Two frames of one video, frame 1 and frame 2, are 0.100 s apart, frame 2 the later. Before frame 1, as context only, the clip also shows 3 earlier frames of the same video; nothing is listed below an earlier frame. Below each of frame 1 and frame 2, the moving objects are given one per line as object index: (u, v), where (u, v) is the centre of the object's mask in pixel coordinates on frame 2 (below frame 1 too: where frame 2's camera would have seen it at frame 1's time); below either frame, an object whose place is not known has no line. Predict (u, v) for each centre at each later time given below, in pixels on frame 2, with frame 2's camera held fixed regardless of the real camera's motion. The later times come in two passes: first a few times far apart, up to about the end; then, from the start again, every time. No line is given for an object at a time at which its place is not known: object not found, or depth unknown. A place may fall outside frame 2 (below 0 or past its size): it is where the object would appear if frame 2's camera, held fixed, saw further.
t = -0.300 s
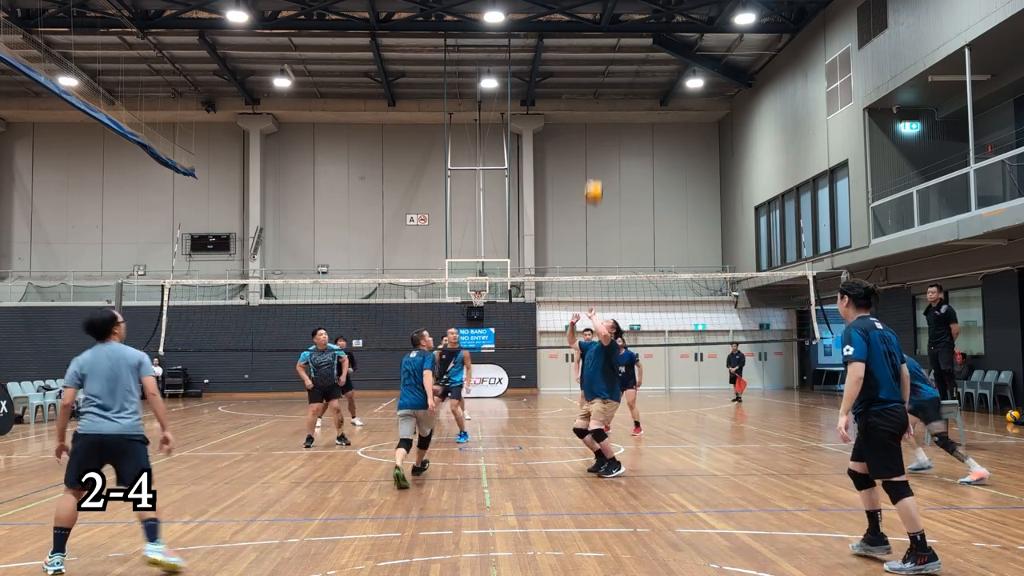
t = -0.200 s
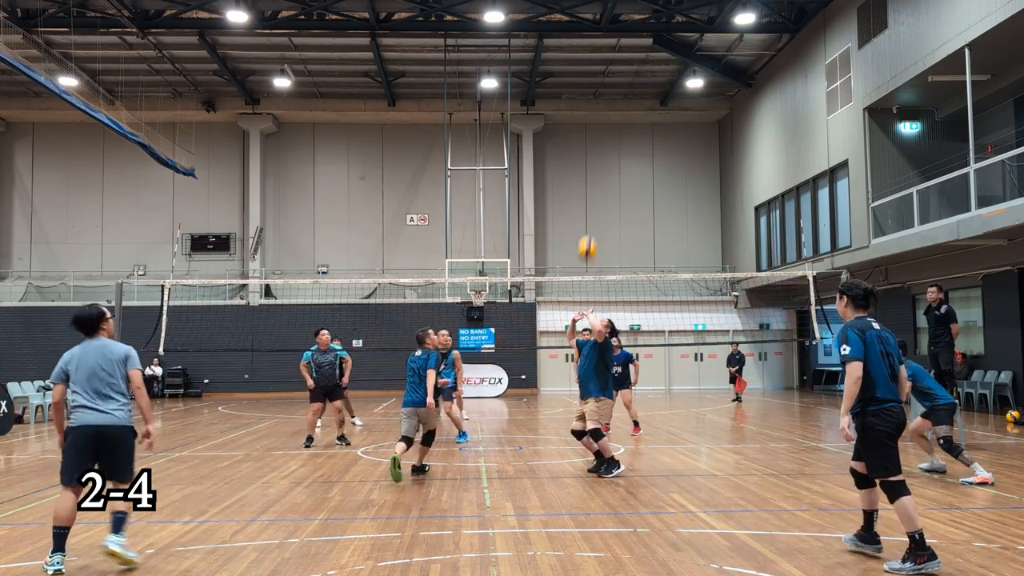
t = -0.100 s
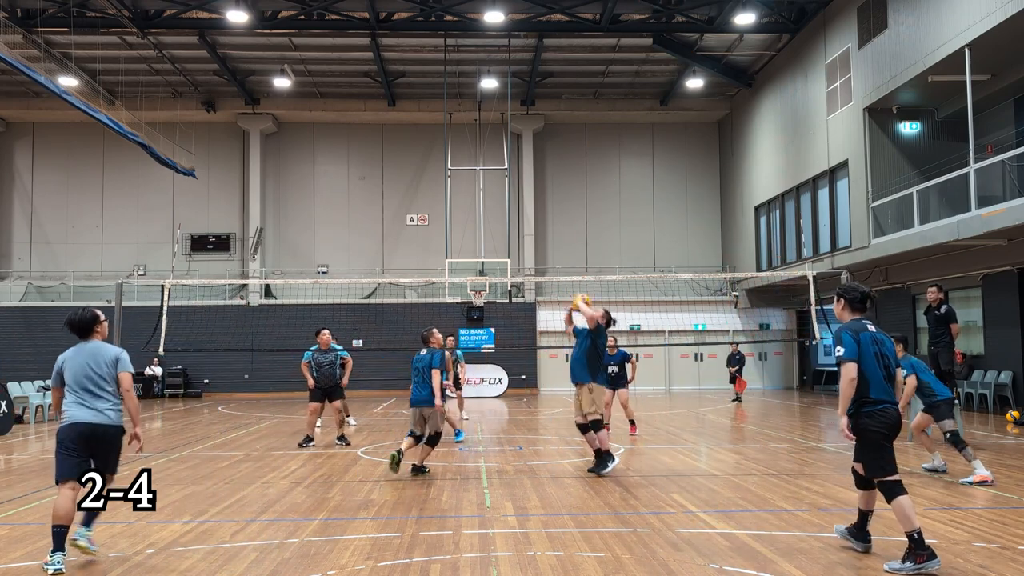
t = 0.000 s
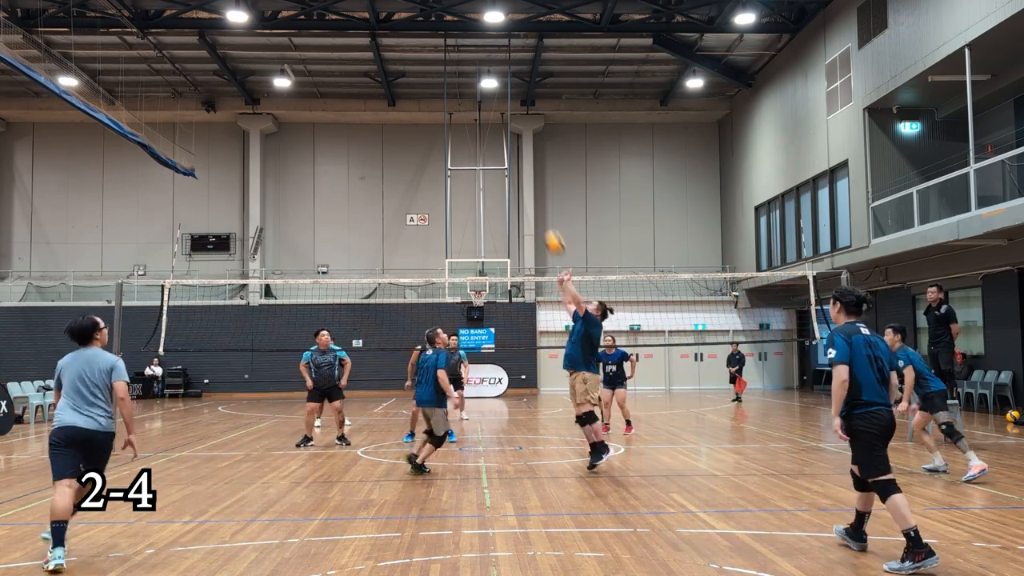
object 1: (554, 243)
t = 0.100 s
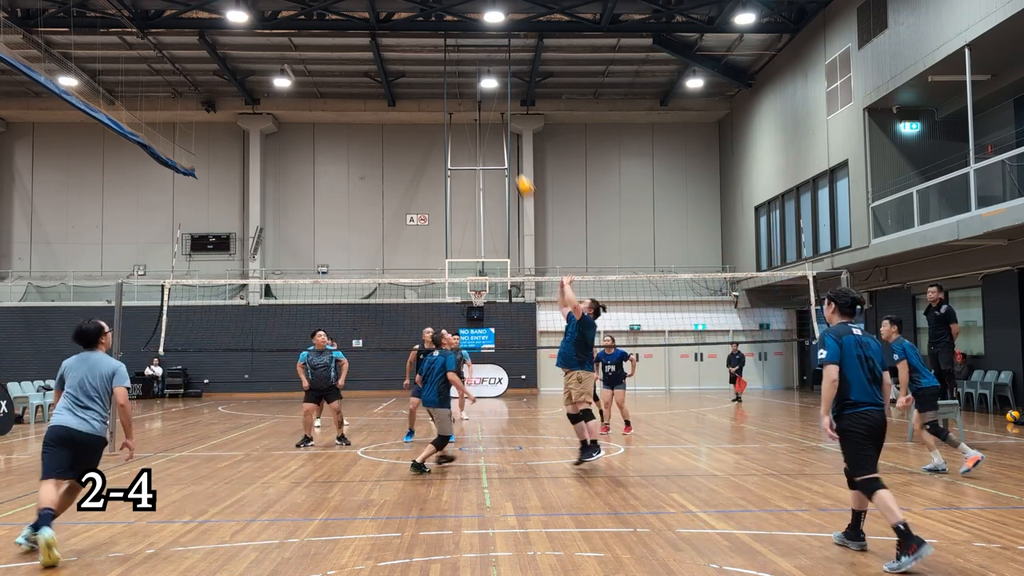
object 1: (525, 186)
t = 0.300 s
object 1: (468, 107)
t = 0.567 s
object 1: (399, 59)
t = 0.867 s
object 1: (327, 77)
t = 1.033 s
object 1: (289, 116)
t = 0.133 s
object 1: (515, 170)
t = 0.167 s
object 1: (505, 155)
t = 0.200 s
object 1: (495, 141)
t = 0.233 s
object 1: (487, 129)
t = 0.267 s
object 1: (478, 118)
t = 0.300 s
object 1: (468, 107)
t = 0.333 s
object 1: (460, 99)
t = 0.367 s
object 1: (450, 89)
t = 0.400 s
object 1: (441, 82)
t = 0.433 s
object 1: (433, 75)
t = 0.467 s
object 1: (425, 70)
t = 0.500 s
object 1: (415, 65)
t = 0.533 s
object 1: (407, 62)
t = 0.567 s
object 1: (399, 59)
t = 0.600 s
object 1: (390, 57)
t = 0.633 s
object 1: (382, 57)
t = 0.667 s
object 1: (374, 57)
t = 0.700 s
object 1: (366, 58)
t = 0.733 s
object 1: (358, 60)
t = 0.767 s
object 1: (350, 64)
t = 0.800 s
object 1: (342, 67)
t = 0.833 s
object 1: (335, 71)
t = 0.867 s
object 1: (327, 77)
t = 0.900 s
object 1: (319, 83)
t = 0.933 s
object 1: (312, 90)
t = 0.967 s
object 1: (304, 98)
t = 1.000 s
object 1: (297, 106)
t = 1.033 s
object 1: (289, 116)
